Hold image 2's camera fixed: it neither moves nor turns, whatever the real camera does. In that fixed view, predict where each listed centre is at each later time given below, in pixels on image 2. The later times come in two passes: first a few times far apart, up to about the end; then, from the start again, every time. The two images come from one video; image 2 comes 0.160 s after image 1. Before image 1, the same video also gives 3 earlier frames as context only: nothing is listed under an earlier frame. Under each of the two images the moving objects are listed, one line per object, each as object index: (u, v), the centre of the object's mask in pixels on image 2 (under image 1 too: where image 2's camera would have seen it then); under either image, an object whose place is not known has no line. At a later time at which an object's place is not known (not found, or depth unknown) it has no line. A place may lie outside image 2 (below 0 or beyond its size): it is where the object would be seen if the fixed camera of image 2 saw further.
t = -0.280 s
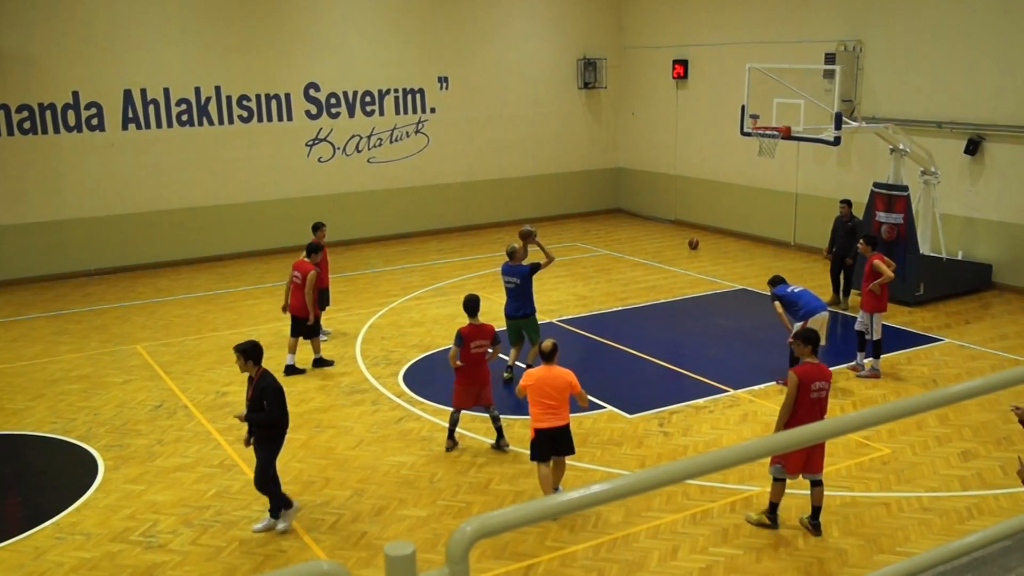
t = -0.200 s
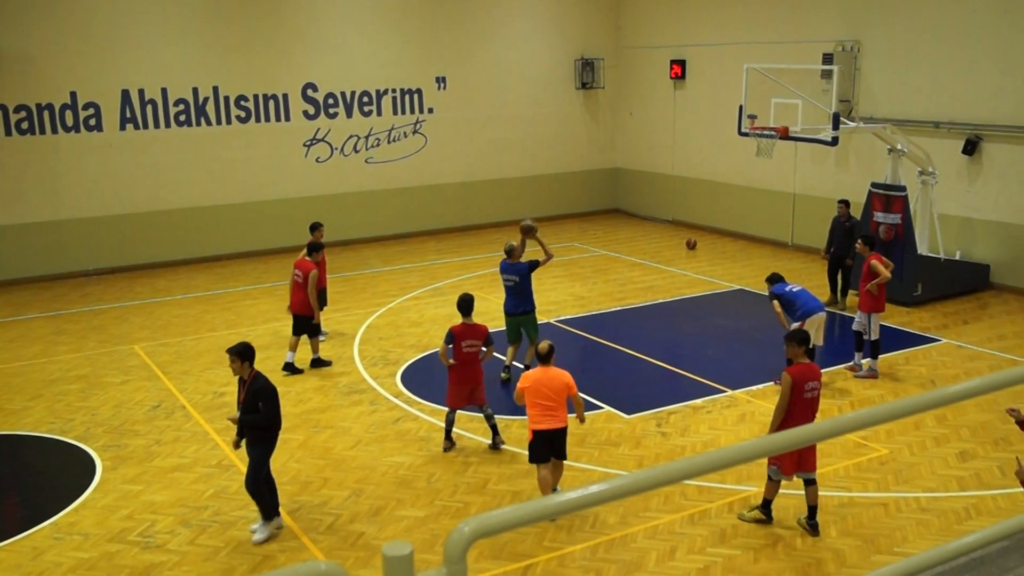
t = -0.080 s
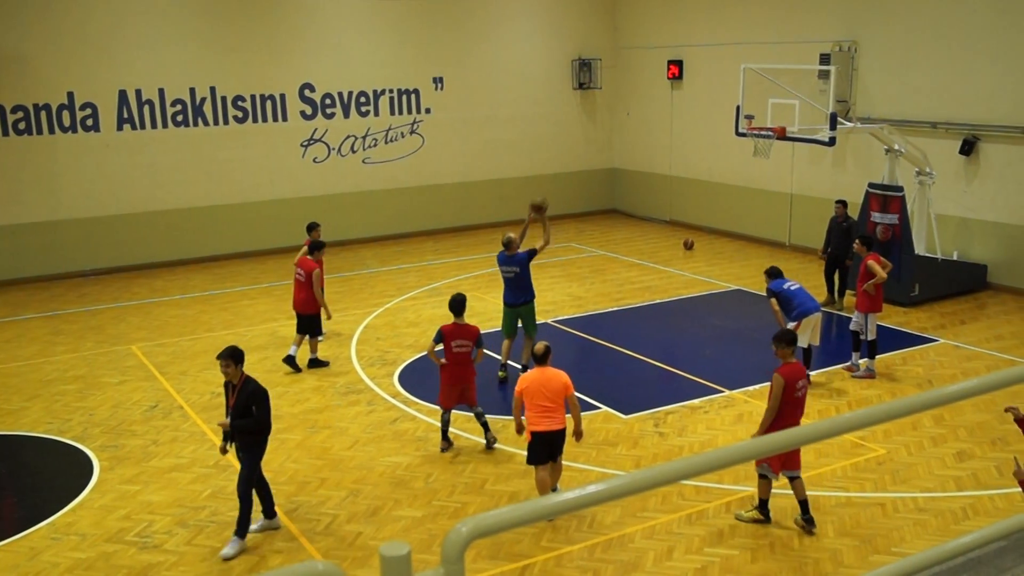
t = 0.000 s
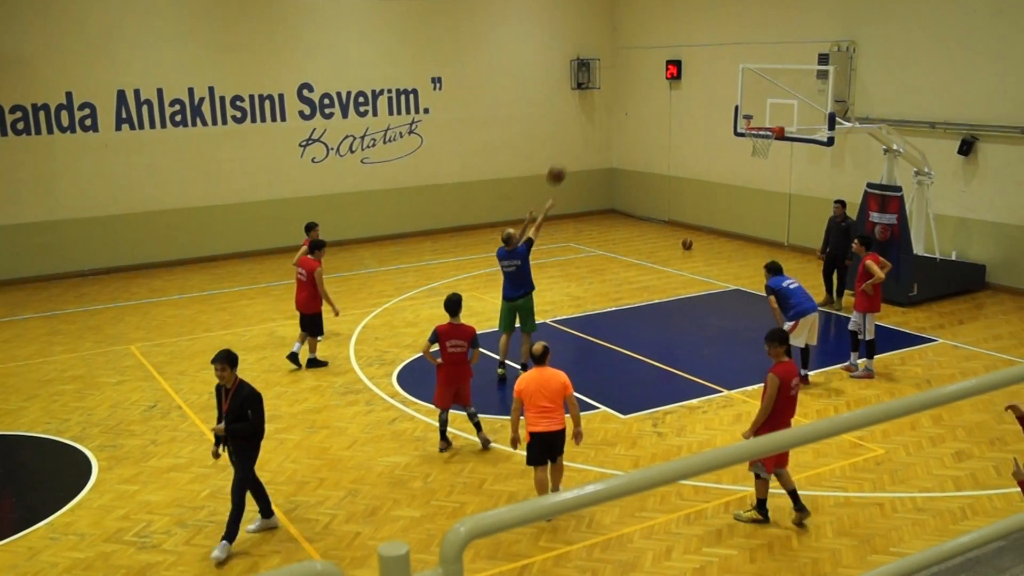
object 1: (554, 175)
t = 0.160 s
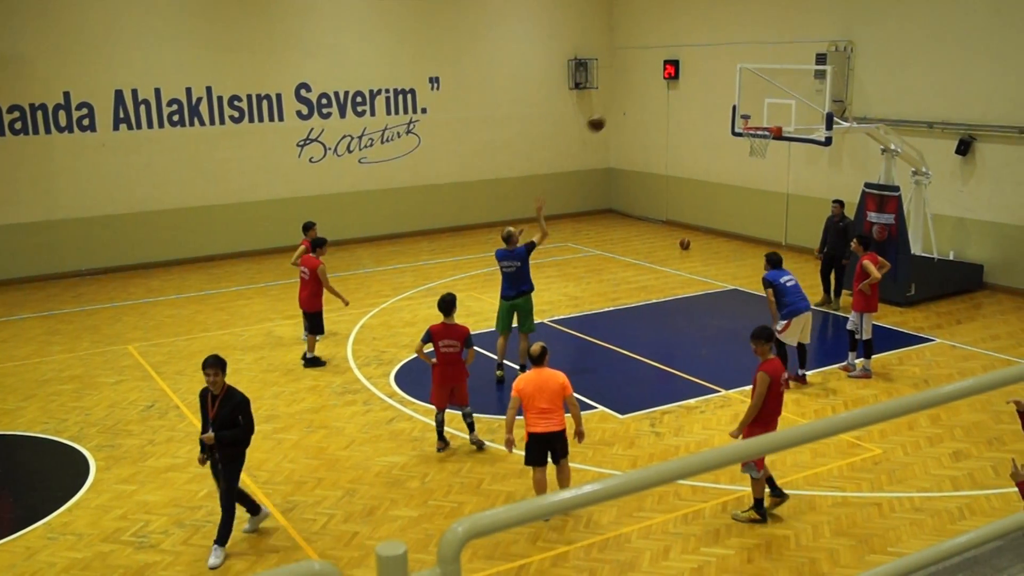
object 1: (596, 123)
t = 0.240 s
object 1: (616, 105)
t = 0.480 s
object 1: (674, 80)
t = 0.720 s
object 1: (726, 95)
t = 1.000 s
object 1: (767, 139)
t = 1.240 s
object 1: (766, 160)
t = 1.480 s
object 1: (761, 217)
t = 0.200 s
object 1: (606, 114)
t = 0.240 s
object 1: (616, 105)
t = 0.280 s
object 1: (626, 98)
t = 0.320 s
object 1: (636, 91)
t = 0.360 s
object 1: (645, 87)
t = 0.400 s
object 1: (654, 84)
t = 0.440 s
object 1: (665, 80)
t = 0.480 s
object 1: (674, 80)
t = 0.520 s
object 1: (683, 79)
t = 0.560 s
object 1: (692, 81)
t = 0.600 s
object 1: (701, 82)
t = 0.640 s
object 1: (709, 86)
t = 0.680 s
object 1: (718, 90)
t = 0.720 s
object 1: (726, 95)
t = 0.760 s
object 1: (735, 102)
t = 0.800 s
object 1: (743, 110)
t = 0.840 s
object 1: (750, 117)
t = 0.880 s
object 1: (758, 124)
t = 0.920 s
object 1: (766, 137)
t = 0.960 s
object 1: (767, 140)
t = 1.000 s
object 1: (767, 139)
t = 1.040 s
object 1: (767, 139)
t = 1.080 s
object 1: (767, 141)
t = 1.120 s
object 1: (767, 145)
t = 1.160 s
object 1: (767, 148)
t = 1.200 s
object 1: (766, 153)
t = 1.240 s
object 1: (766, 160)
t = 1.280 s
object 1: (765, 167)
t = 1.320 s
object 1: (764, 175)
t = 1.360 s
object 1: (764, 184)
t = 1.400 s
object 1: (763, 194)
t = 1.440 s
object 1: (762, 205)
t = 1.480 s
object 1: (761, 217)
